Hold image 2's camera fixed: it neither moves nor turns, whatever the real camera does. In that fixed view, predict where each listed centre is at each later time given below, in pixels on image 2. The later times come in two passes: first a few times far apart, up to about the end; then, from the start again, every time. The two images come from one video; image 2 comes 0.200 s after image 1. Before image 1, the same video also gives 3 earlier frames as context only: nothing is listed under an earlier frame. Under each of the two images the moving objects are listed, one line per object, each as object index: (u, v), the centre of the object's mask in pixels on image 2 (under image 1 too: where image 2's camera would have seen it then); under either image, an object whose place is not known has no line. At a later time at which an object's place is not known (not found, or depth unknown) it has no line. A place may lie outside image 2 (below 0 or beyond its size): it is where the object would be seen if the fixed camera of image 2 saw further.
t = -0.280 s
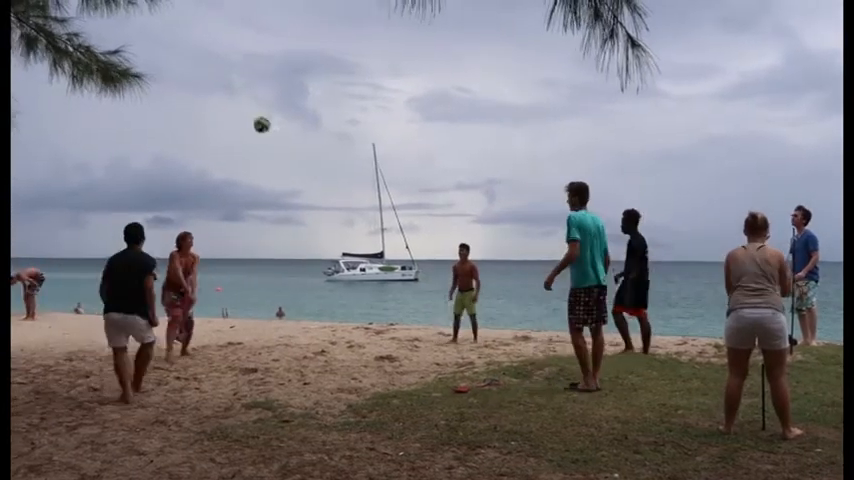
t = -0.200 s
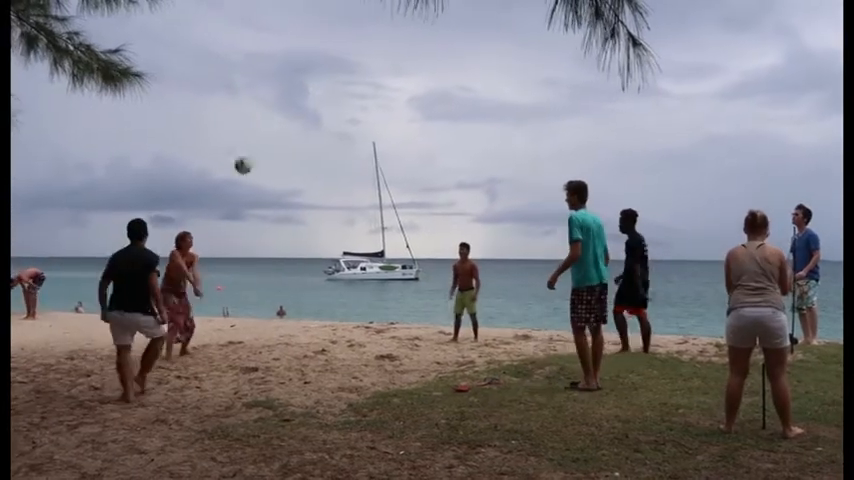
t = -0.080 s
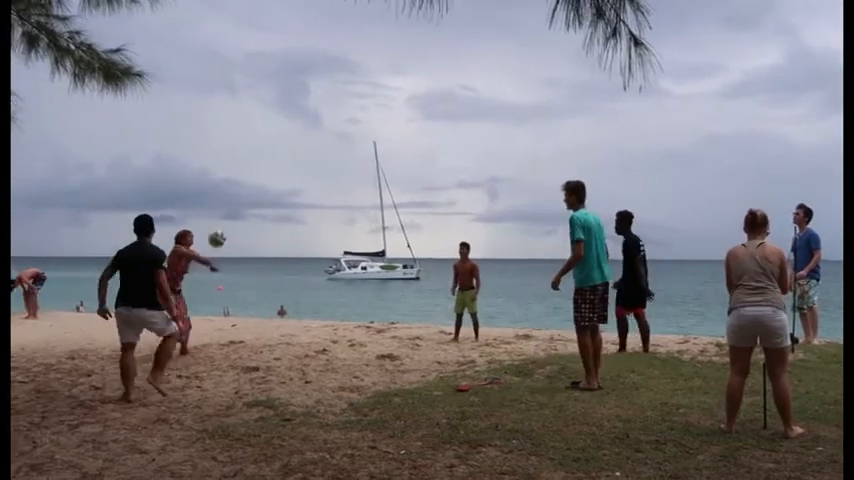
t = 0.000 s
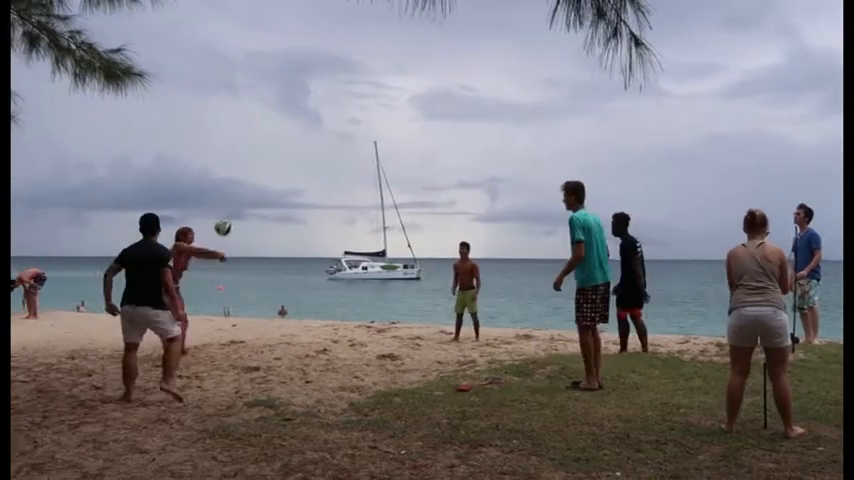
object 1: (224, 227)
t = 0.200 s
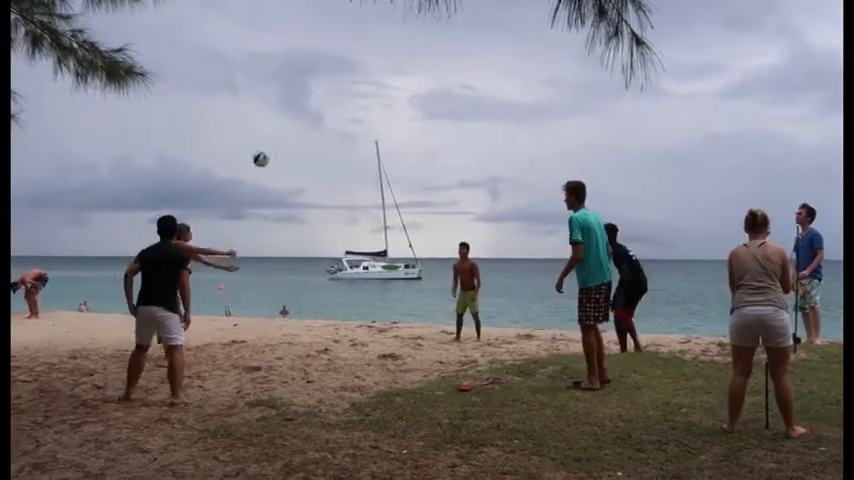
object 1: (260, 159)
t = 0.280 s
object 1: (273, 142)
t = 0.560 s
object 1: (316, 120)
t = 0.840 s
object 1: (353, 154)
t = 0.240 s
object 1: (267, 149)
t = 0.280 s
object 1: (273, 142)
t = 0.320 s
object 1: (280, 135)
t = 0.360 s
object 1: (287, 129)
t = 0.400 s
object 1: (293, 124)
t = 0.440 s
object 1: (299, 122)
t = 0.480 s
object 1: (305, 121)
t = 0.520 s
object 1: (311, 120)
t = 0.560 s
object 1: (316, 120)
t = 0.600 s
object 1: (322, 121)
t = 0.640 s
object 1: (328, 125)
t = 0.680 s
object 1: (332, 128)
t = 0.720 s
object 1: (337, 134)
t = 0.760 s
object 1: (343, 139)
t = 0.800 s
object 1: (348, 146)
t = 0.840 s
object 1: (353, 154)
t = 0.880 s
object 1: (357, 164)
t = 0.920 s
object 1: (361, 174)
